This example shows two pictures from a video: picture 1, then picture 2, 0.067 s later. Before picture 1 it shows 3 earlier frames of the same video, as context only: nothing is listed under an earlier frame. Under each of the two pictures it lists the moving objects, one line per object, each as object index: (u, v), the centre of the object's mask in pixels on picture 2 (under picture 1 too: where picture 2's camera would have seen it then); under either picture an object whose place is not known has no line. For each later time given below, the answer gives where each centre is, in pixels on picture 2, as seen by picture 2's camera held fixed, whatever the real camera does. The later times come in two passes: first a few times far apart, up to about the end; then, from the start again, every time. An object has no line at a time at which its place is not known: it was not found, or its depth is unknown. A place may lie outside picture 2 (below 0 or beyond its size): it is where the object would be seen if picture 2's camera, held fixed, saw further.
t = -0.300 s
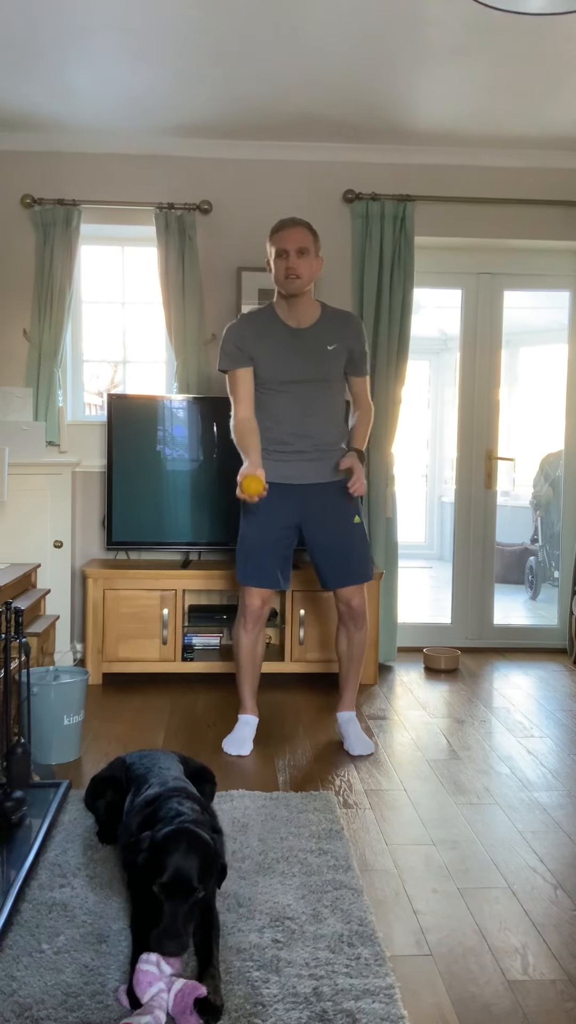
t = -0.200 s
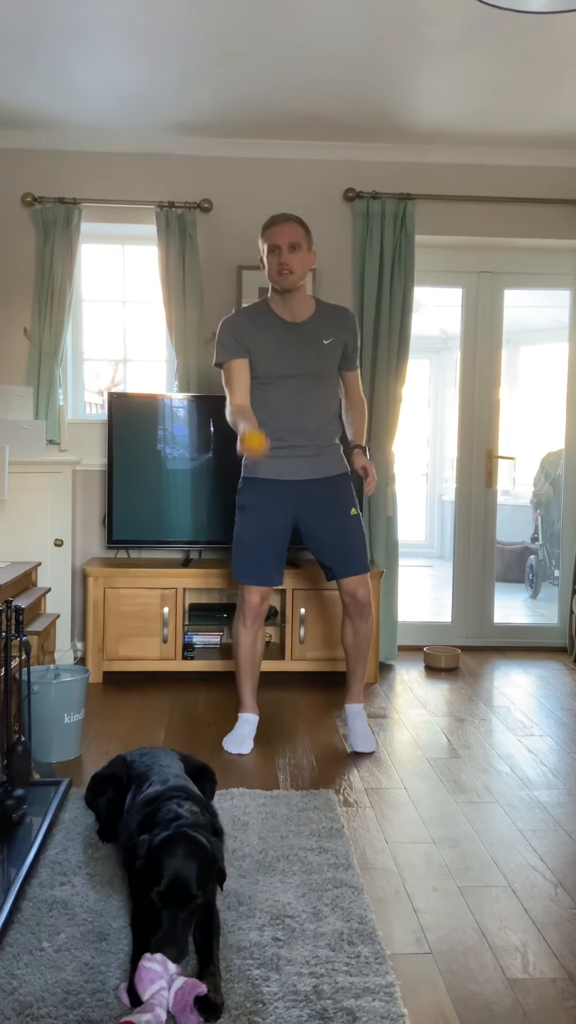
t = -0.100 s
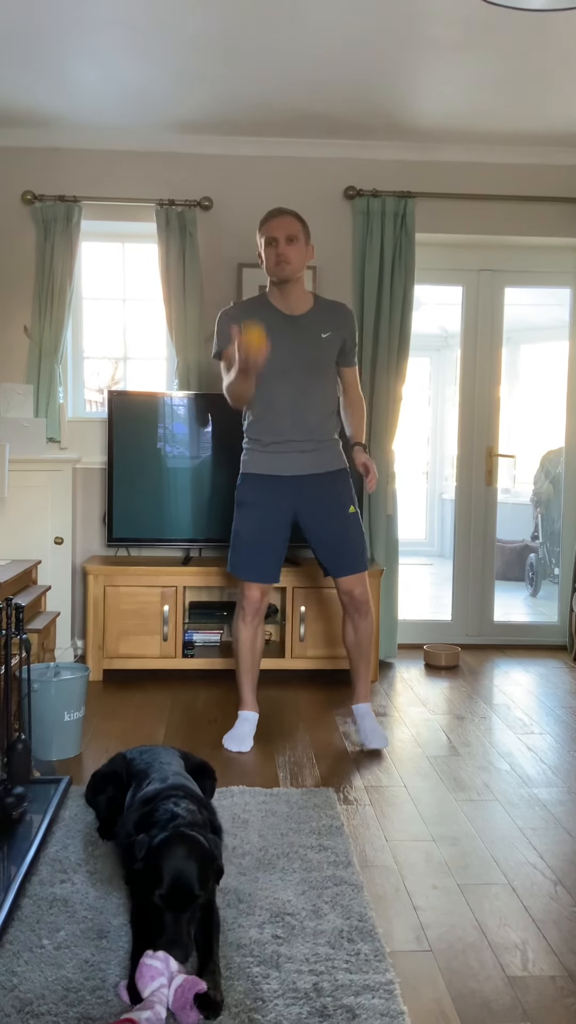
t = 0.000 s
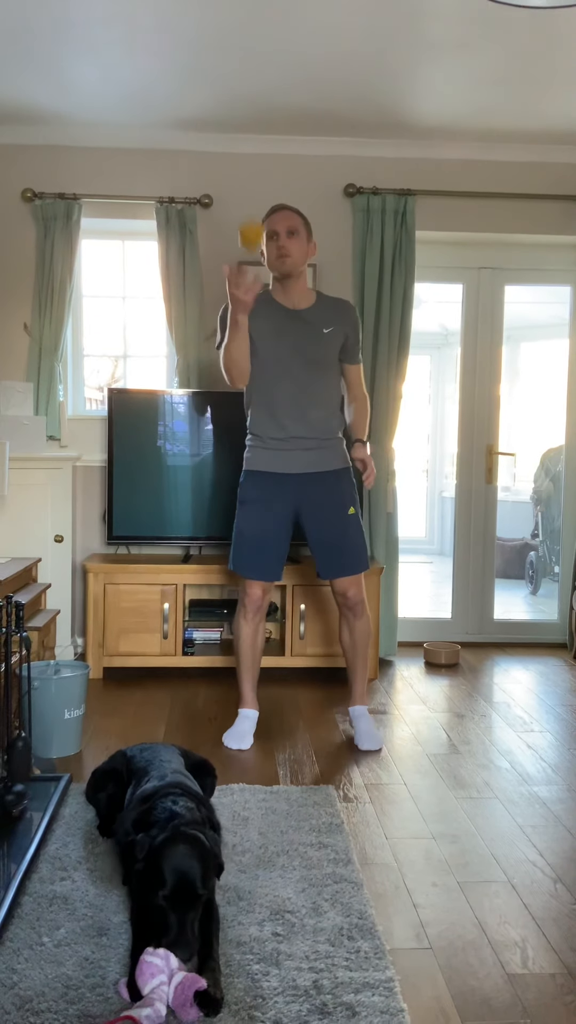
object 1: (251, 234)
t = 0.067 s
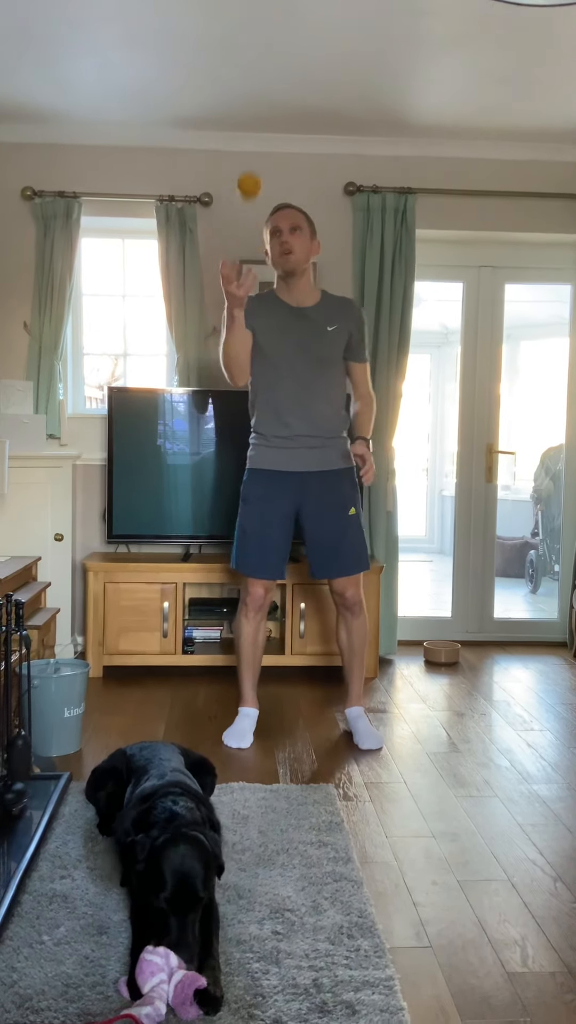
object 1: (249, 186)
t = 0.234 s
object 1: (242, 140)
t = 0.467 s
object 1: (231, 244)
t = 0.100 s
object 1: (247, 169)
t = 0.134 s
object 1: (246, 155)
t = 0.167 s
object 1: (245, 146)
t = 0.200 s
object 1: (243, 141)
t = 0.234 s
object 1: (242, 140)
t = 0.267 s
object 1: (241, 143)
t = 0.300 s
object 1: (239, 150)
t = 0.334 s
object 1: (238, 161)
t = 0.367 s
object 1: (237, 176)
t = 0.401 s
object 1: (235, 195)
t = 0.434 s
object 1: (233, 218)
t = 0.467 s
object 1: (231, 244)
